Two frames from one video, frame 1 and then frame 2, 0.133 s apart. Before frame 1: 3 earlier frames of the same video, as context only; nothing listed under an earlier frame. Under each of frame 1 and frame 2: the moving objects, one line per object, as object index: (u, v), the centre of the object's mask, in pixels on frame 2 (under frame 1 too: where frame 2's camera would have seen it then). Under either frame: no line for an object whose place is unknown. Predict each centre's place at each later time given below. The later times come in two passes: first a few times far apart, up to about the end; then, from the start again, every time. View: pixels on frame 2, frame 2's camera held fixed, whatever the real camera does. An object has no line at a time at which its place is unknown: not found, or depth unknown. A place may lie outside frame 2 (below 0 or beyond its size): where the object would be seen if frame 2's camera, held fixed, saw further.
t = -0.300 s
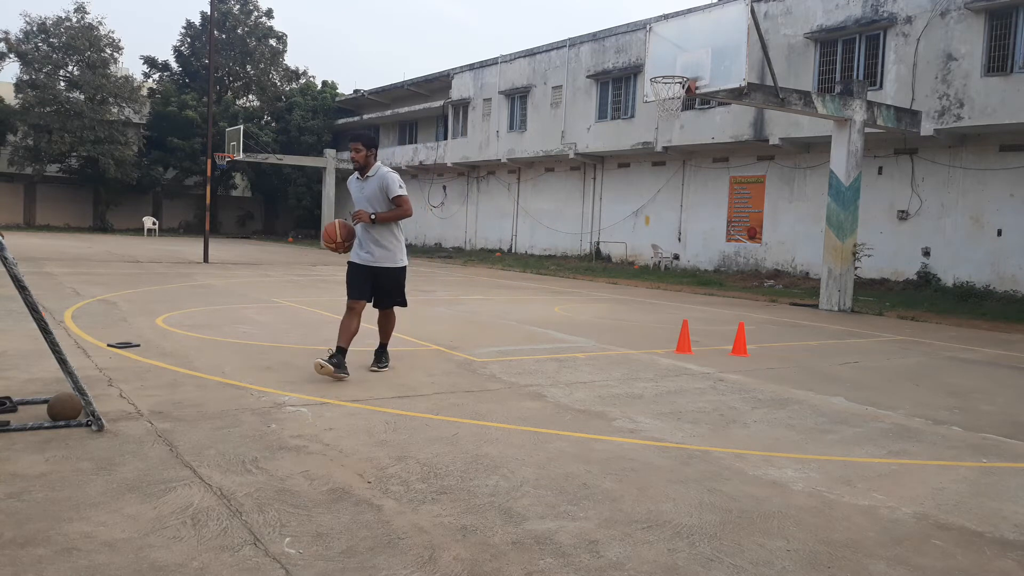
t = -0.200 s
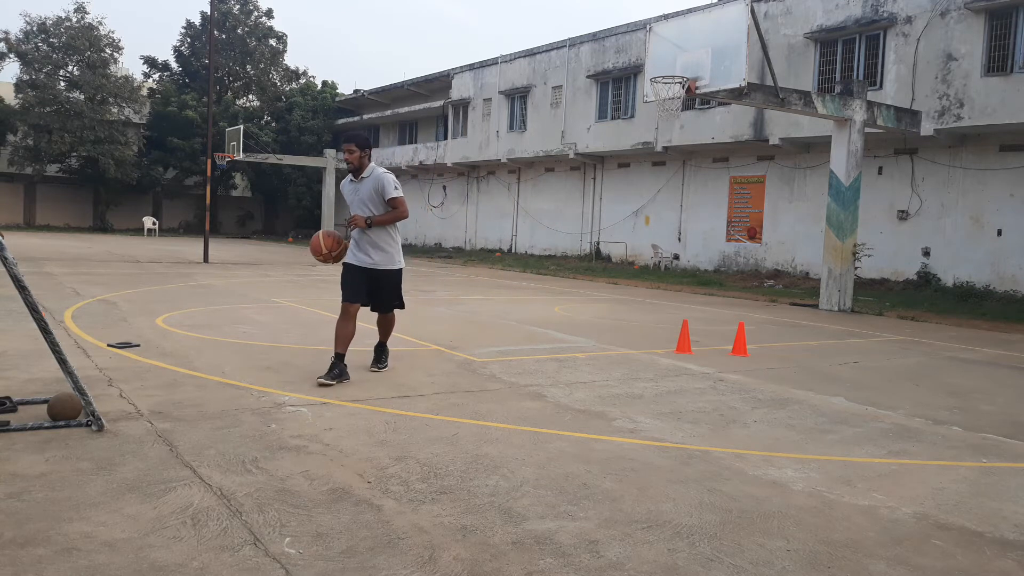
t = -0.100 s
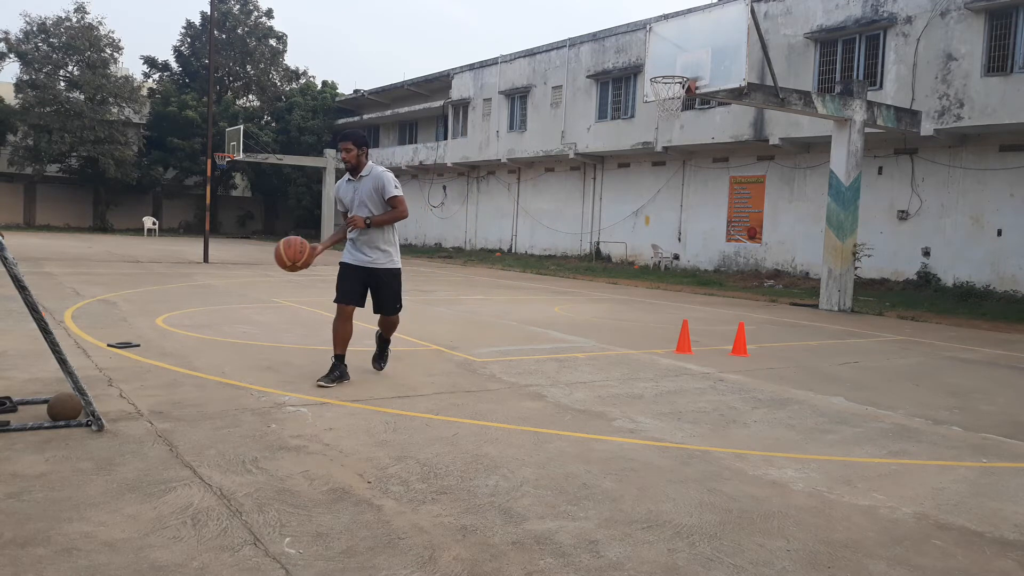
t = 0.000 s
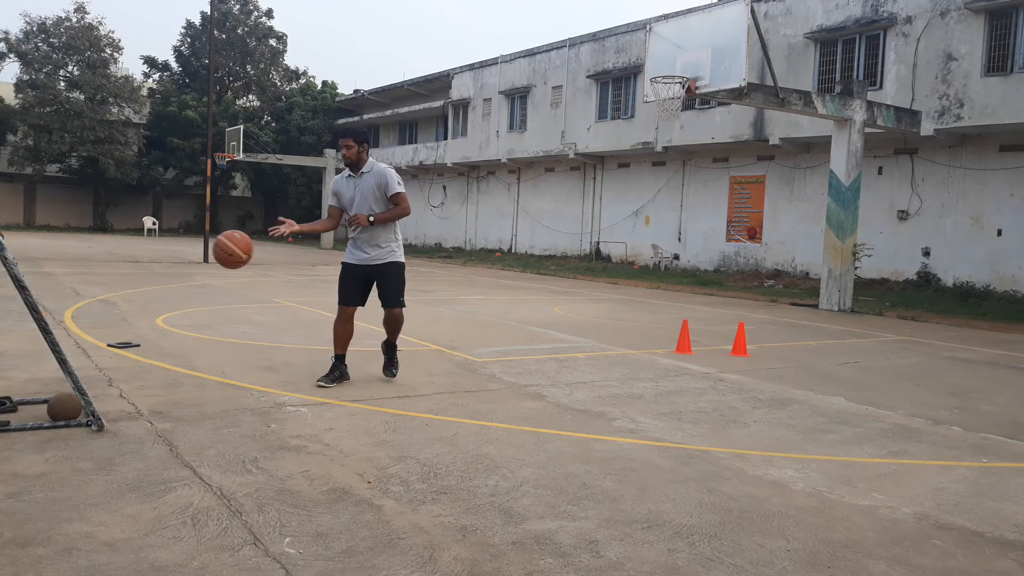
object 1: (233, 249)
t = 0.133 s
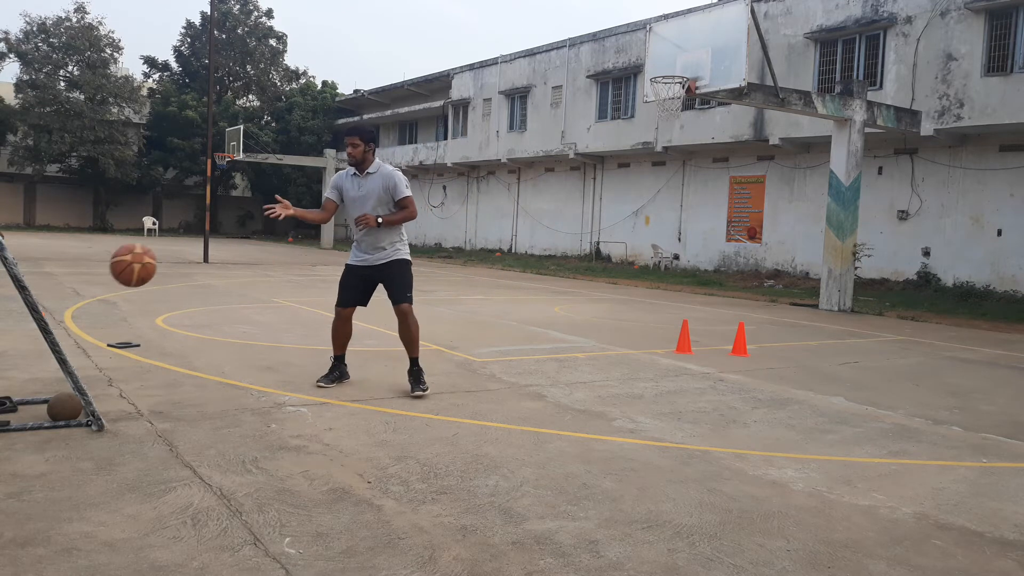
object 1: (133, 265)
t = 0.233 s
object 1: (51, 297)
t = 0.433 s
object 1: (204, 246)
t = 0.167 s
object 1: (104, 275)
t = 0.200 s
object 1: (73, 288)
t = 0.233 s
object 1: (51, 297)
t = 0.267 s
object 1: (61, 290)
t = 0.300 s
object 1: (90, 277)
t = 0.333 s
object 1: (119, 266)
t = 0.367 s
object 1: (147, 257)
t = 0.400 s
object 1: (176, 251)
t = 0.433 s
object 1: (204, 246)
